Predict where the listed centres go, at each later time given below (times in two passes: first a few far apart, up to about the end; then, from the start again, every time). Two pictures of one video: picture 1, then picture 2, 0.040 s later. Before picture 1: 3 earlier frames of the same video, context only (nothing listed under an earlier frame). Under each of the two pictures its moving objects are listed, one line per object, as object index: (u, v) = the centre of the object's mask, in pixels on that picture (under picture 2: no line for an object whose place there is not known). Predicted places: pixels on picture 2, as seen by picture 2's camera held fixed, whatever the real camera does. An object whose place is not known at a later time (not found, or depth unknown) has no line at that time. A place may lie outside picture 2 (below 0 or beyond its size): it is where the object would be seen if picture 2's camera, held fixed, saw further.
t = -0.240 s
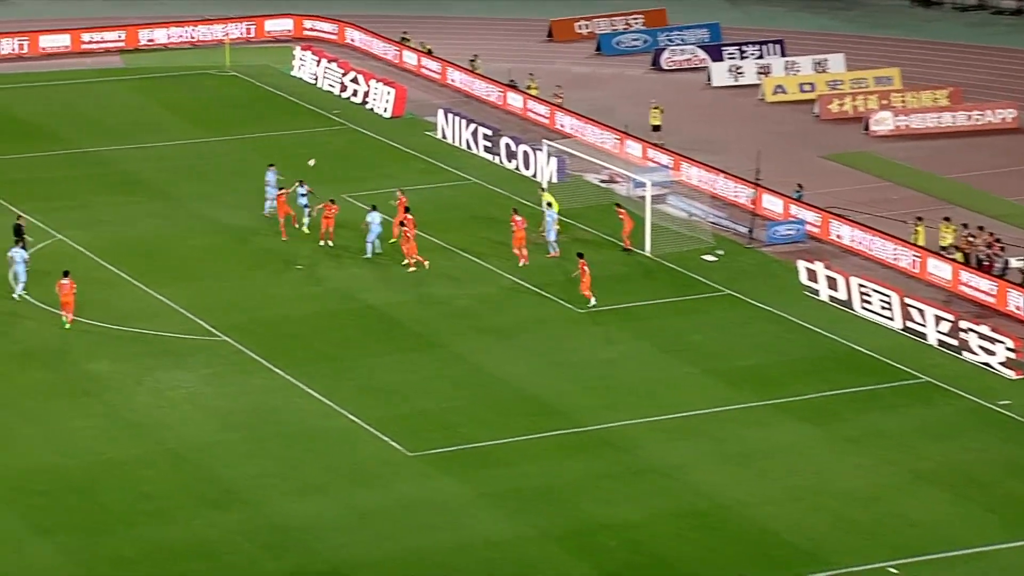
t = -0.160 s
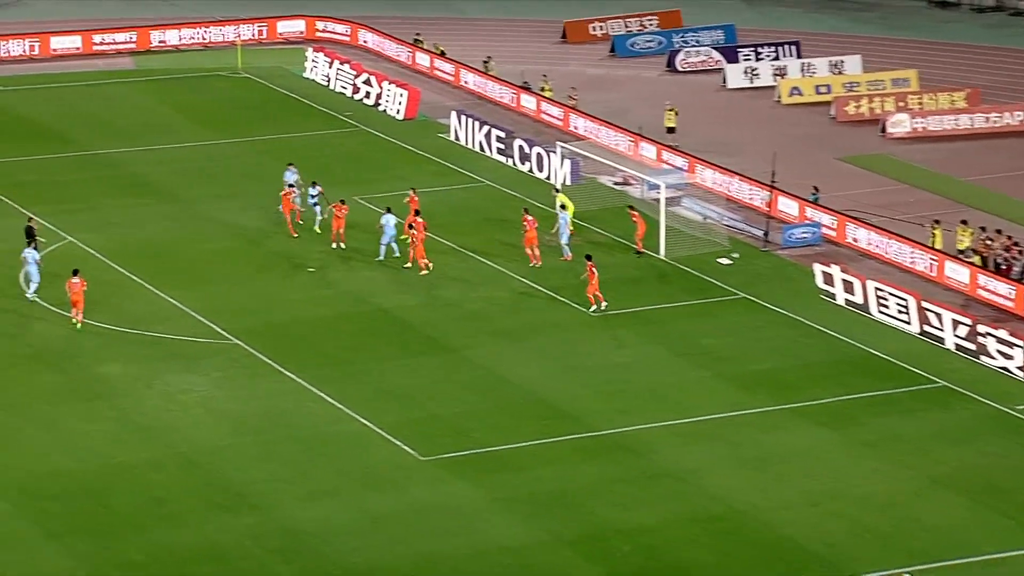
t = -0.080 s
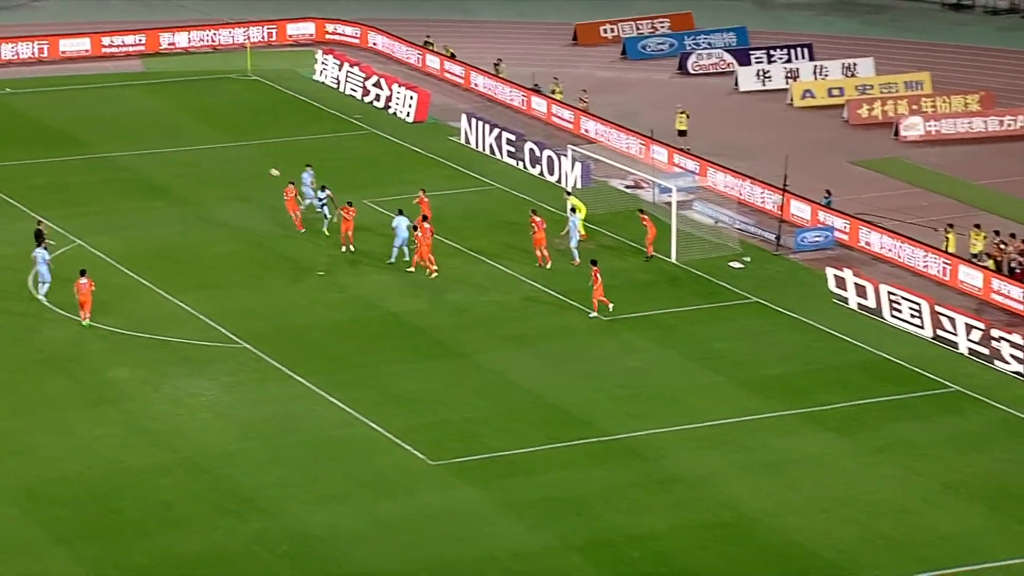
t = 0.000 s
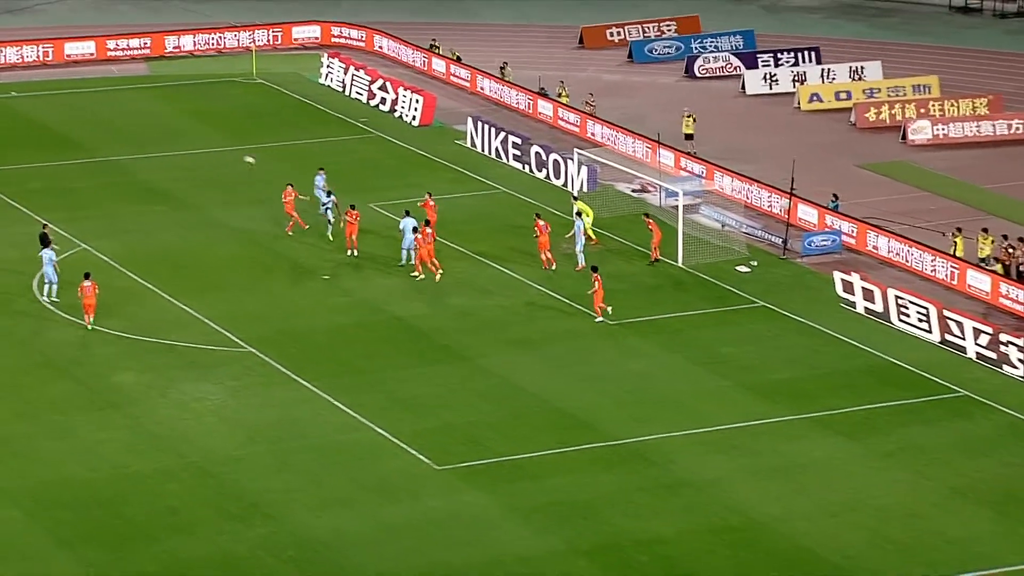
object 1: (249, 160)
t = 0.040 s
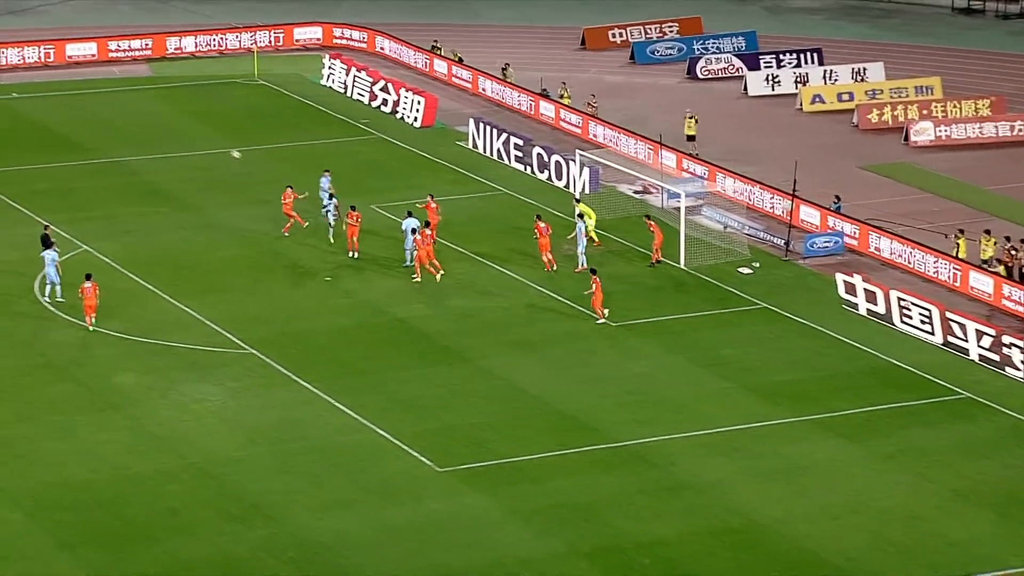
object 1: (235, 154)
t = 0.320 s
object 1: (132, 122)
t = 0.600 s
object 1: (34, 120)
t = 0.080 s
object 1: (220, 147)
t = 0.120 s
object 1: (205, 142)
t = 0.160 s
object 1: (191, 137)
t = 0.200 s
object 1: (176, 132)
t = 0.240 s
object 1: (160, 128)
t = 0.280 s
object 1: (147, 125)
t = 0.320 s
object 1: (132, 122)
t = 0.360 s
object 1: (118, 120)
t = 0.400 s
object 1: (103, 118)
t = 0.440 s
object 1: (90, 117)
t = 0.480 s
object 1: (75, 117)
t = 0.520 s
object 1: (62, 117)
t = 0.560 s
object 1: (48, 118)
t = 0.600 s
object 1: (34, 120)
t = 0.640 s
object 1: (19, 122)
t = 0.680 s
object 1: (5, 124)
